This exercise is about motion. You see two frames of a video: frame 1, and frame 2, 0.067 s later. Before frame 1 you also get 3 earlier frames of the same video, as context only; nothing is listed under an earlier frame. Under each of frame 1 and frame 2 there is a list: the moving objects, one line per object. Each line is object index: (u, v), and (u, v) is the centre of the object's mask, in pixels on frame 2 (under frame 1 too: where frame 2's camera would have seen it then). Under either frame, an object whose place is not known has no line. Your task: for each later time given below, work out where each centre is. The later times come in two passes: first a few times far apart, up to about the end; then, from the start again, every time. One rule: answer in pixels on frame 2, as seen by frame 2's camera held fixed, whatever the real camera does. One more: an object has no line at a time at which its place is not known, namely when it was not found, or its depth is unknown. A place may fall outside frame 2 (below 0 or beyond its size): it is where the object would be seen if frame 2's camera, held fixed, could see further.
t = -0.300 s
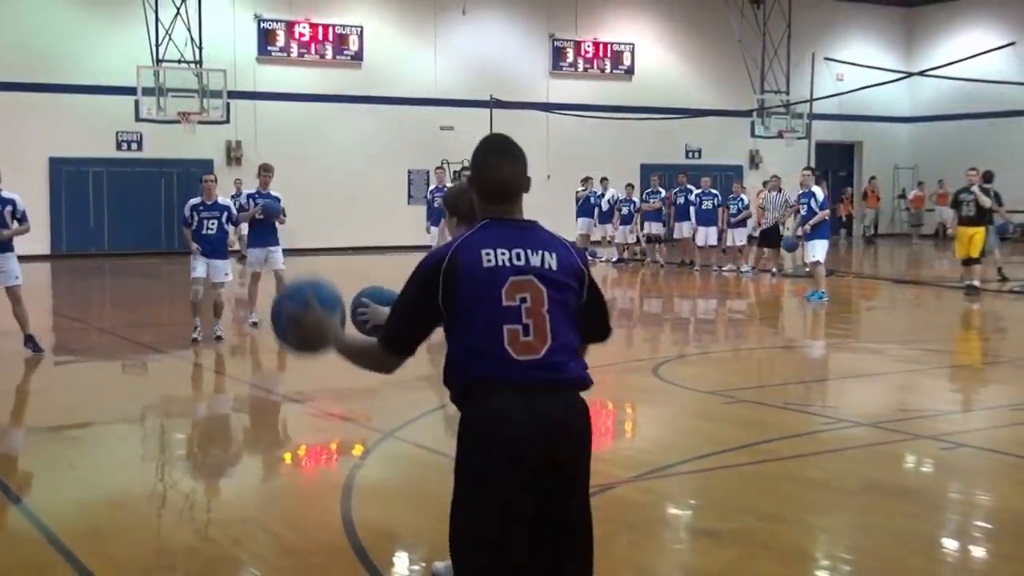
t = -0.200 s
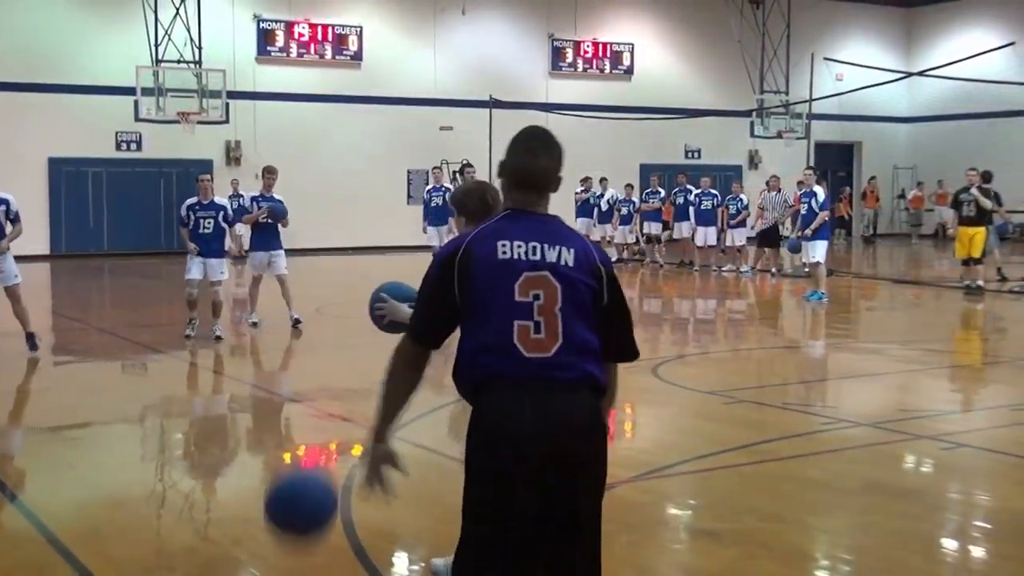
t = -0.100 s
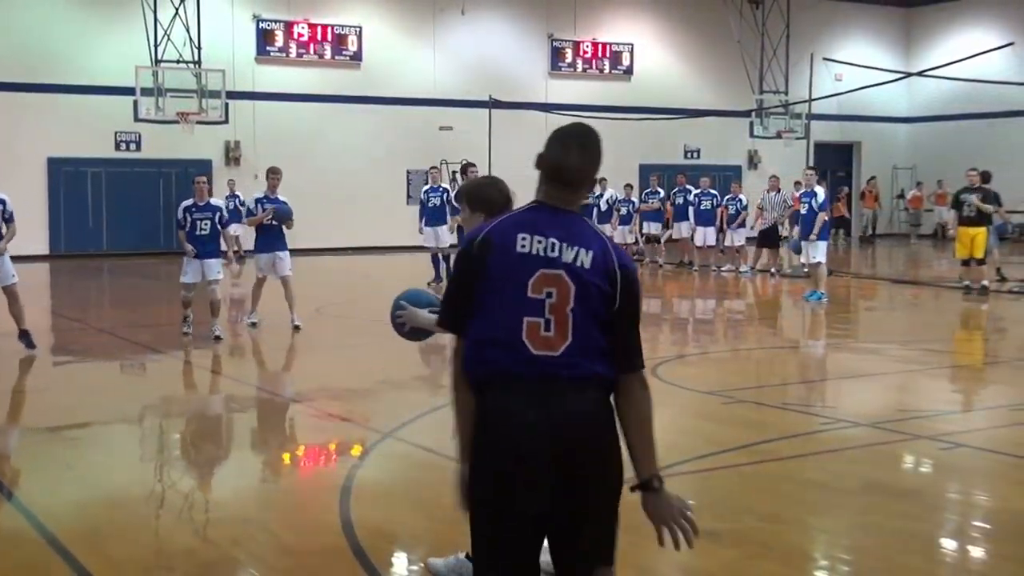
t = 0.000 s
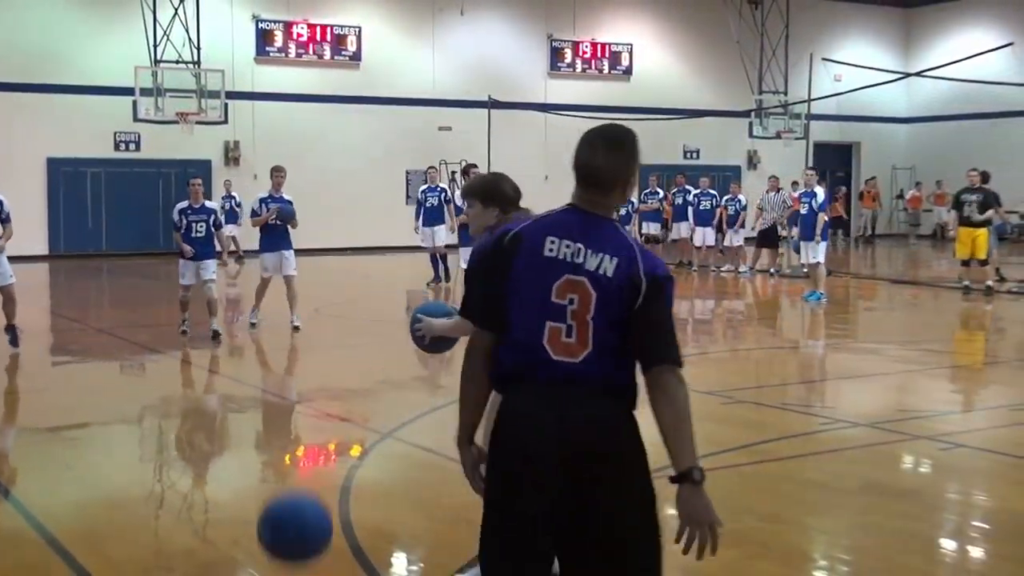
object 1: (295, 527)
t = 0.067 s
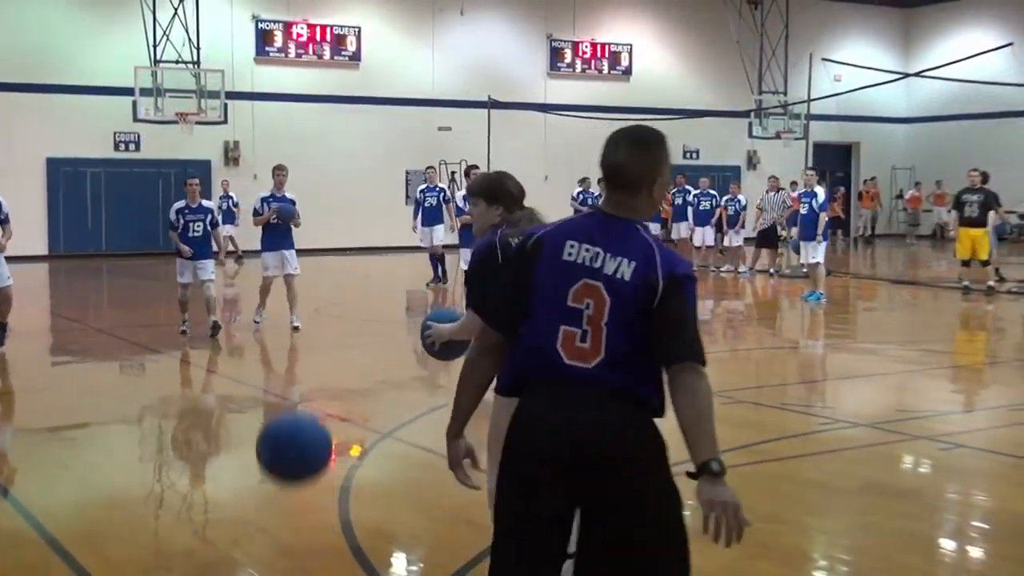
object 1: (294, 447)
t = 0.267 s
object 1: (294, 284)
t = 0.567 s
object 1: (297, 286)
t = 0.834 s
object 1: (305, 554)
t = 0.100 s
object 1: (294, 411)
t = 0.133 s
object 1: (294, 379)
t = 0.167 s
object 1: (294, 351)
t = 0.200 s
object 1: (295, 325)
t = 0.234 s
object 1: (295, 303)
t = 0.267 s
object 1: (294, 284)
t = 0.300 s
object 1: (295, 269)
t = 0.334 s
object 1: (295, 258)
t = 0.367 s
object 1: (295, 250)
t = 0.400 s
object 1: (295, 245)
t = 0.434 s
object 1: (296, 245)
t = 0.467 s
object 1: (296, 250)
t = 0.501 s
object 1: (296, 258)
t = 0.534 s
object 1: (297, 270)
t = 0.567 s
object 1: (297, 286)
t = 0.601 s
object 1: (298, 307)
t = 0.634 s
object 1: (299, 331)
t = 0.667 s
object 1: (299, 361)
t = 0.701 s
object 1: (300, 393)
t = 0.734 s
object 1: (301, 431)
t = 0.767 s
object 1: (302, 474)
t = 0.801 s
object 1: (303, 521)
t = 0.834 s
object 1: (305, 554)
